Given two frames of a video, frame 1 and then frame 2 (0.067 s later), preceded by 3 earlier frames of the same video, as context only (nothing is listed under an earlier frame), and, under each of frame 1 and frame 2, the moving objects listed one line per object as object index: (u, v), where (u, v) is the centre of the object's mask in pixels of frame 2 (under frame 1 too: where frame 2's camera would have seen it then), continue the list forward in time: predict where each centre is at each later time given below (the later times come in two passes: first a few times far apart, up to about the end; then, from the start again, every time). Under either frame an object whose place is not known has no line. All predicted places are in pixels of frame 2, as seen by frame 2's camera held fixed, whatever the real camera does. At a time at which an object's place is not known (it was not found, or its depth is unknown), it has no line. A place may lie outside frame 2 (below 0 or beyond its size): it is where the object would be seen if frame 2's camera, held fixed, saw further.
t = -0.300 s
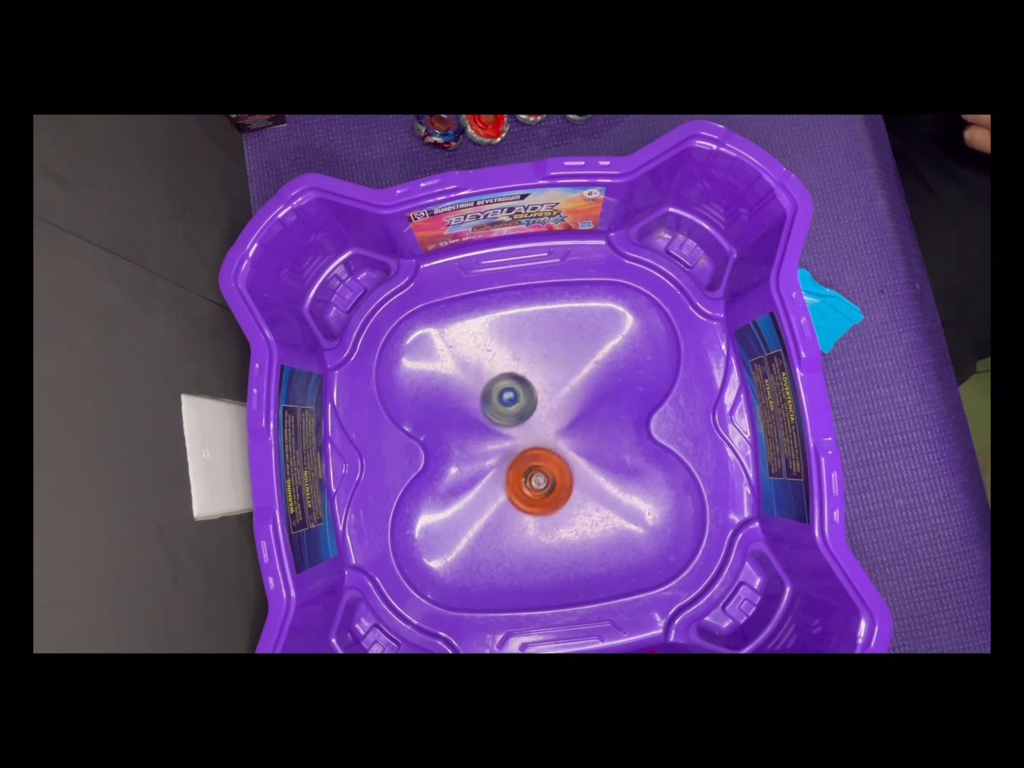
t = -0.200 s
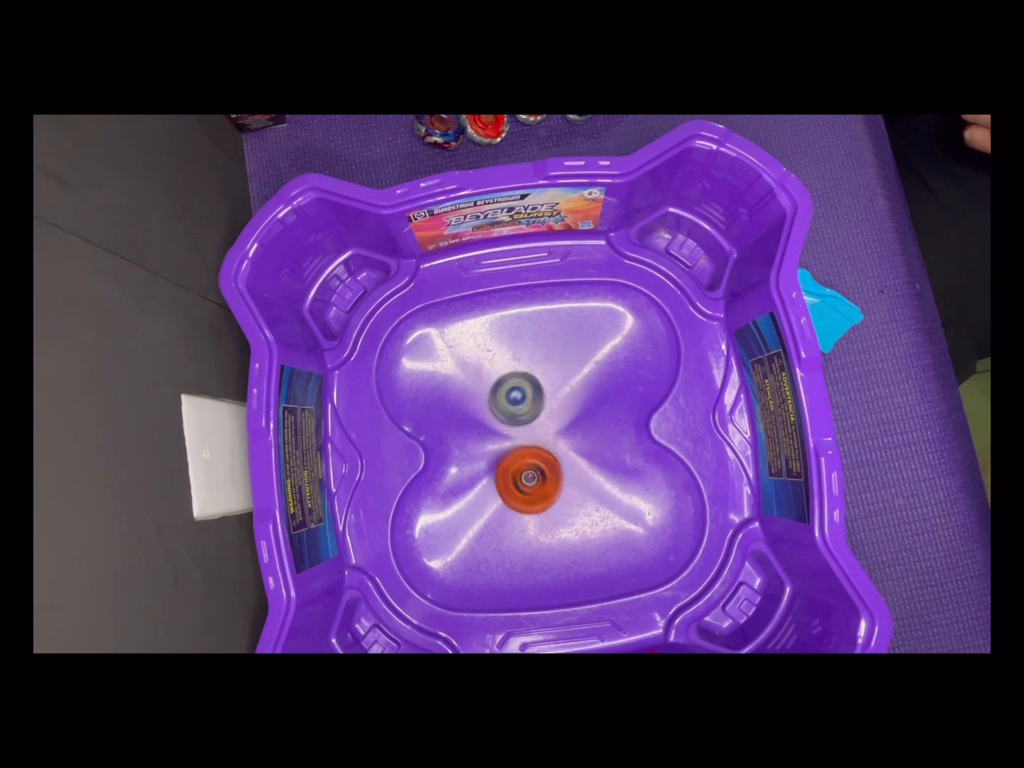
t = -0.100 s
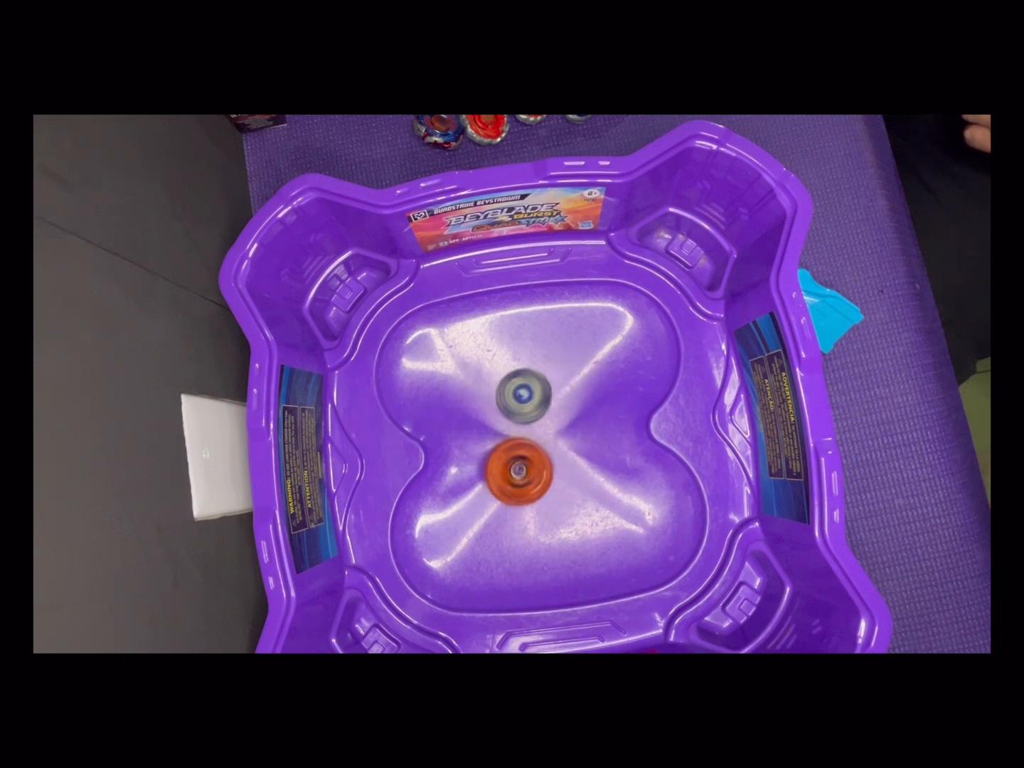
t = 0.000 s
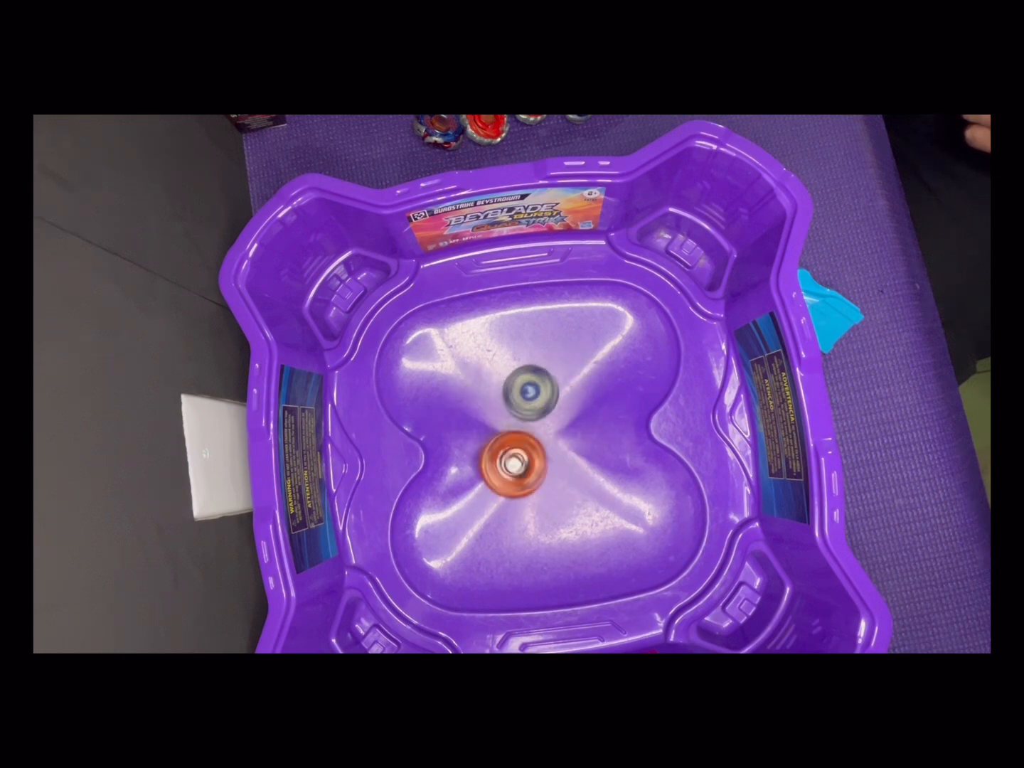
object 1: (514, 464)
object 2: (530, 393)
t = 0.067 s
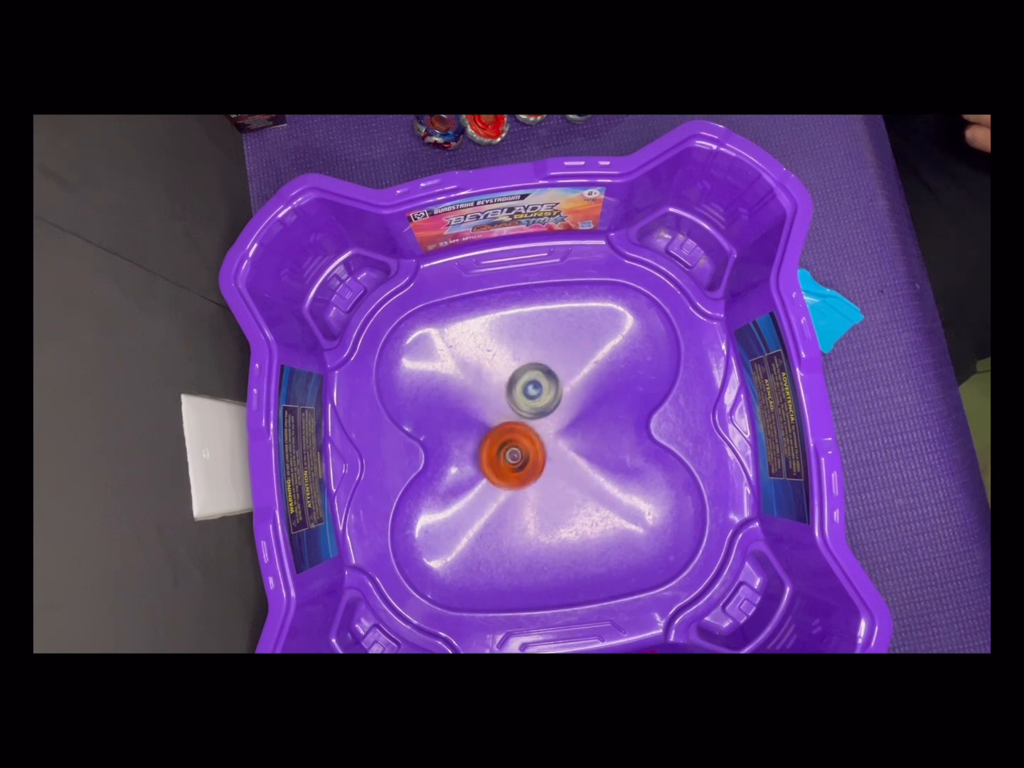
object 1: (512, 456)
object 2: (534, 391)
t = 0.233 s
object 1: (523, 451)
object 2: (545, 388)
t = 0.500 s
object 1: (554, 467)
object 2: (560, 382)
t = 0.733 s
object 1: (571, 483)
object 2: (571, 376)
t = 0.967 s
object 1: (570, 475)
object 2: (573, 392)
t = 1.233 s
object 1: (544, 458)
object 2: (576, 409)
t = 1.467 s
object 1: (522, 448)
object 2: (569, 417)
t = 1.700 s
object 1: (515, 465)
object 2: (558, 420)
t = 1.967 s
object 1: (496, 472)
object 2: (557, 432)
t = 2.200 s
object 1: (515, 474)
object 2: (567, 433)
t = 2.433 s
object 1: (519, 470)
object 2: (559, 433)
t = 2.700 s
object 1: (513, 473)
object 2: (556, 434)
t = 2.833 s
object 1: (516, 475)
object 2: (556, 439)
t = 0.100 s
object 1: (513, 455)
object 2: (536, 390)
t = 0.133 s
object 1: (513, 454)
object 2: (539, 388)
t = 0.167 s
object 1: (516, 451)
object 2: (540, 388)
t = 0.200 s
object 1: (521, 451)
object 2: (542, 388)
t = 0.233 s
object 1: (523, 451)
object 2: (545, 388)
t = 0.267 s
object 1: (527, 450)
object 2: (546, 389)
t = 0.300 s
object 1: (531, 449)
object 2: (549, 390)
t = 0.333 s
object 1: (538, 450)
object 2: (552, 391)
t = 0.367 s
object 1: (541, 452)
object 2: (553, 391)
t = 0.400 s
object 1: (544, 456)
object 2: (555, 387)
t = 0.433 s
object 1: (547, 459)
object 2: (556, 385)
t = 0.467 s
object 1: (551, 463)
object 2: (558, 384)
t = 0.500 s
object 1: (554, 467)
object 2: (560, 382)
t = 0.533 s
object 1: (557, 469)
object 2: (562, 381)
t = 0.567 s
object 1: (559, 472)
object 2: (563, 379)
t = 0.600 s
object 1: (563, 475)
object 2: (565, 377)
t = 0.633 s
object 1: (565, 478)
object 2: (566, 377)
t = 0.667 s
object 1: (567, 479)
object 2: (568, 376)
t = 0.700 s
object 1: (569, 481)
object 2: (570, 375)
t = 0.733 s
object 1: (571, 483)
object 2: (571, 376)
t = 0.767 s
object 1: (571, 483)
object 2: (573, 378)
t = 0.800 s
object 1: (573, 483)
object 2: (573, 380)
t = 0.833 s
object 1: (574, 483)
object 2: (573, 382)
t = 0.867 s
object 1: (573, 482)
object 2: (573, 386)
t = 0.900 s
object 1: (573, 480)
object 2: (574, 388)
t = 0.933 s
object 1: (572, 479)
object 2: (574, 390)
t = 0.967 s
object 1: (570, 475)
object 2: (573, 392)
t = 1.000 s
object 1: (569, 473)
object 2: (574, 396)
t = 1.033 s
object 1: (566, 471)
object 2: (574, 398)
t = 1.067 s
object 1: (562, 468)
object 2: (574, 400)
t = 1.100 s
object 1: (560, 464)
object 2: (574, 403)
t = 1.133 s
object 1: (557, 462)
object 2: (576, 405)
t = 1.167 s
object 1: (553, 462)
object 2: (576, 406)
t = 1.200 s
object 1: (548, 460)
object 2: (576, 407)
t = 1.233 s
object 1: (544, 458)
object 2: (576, 409)
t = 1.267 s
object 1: (540, 458)
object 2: (577, 410)
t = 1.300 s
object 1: (536, 457)
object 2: (576, 411)
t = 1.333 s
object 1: (530, 456)
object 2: (575, 414)
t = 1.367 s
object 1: (527, 453)
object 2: (575, 415)
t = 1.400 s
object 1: (524, 451)
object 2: (572, 416)
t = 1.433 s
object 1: (523, 449)
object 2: (570, 417)
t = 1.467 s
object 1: (522, 448)
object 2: (569, 417)
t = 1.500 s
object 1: (519, 450)
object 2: (569, 417)
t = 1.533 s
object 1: (519, 452)
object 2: (567, 415)
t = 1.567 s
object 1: (518, 454)
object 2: (563, 416)
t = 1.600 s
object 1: (517, 456)
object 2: (561, 418)
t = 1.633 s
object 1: (516, 458)
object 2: (560, 419)
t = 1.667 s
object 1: (515, 462)
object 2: (559, 419)
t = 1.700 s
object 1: (515, 465)
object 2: (558, 420)
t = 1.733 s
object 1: (515, 470)
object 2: (556, 422)
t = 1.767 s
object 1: (514, 473)
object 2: (556, 424)
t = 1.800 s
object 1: (511, 475)
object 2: (556, 425)
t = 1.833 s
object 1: (507, 475)
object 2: (556, 426)
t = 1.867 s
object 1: (503, 475)
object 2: (556, 428)
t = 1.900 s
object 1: (500, 475)
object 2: (556, 430)
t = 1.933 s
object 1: (497, 475)
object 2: (557, 431)
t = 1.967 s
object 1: (496, 472)
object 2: (557, 432)
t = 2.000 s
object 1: (497, 470)
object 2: (558, 434)
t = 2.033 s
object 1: (500, 470)
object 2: (559, 435)
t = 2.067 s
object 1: (506, 469)
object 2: (561, 436)
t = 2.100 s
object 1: (510, 469)
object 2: (563, 435)
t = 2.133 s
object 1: (511, 471)
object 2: (566, 434)
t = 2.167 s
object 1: (512, 473)
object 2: (567, 434)
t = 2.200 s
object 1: (515, 474)
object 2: (567, 433)
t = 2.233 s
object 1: (519, 474)
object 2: (566, 433)
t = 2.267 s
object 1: (522, 473)
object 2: (565, 433)
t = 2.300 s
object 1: (524, 472)
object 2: (565, 432)
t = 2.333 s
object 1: (525, 471)
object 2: (564, 431)
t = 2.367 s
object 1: (524, 471)
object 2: (563, 431)
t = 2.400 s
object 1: (521, 471)
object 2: (561, 432)
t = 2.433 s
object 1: (519, 470)
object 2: (559, 433)
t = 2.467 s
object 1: (517, 470)
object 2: (559, 434)
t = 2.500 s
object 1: (515, 469)
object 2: (558, 436)
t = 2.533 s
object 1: (513, 468)
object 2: (557, 436)
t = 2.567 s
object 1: (512, 468)
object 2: (557, 436)
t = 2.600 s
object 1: (511, 471)
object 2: (558, 435)
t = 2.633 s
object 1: (511, 473)
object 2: (558, 434)
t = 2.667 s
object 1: (512, 473)
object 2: (557, 434)
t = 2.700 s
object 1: (513, 473)
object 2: (556, 434)
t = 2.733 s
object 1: (515, 474)
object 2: (556, 435)
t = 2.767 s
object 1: (515, 475)
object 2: (555, 436)
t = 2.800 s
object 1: (516, 474)
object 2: (555, 437)
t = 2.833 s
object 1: (516, 475)
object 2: (556, 439)
